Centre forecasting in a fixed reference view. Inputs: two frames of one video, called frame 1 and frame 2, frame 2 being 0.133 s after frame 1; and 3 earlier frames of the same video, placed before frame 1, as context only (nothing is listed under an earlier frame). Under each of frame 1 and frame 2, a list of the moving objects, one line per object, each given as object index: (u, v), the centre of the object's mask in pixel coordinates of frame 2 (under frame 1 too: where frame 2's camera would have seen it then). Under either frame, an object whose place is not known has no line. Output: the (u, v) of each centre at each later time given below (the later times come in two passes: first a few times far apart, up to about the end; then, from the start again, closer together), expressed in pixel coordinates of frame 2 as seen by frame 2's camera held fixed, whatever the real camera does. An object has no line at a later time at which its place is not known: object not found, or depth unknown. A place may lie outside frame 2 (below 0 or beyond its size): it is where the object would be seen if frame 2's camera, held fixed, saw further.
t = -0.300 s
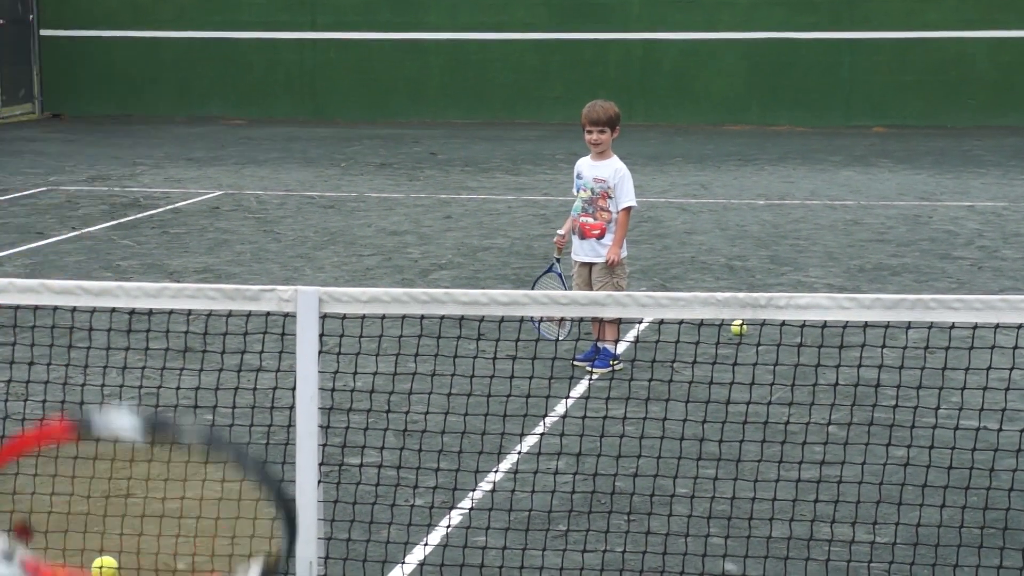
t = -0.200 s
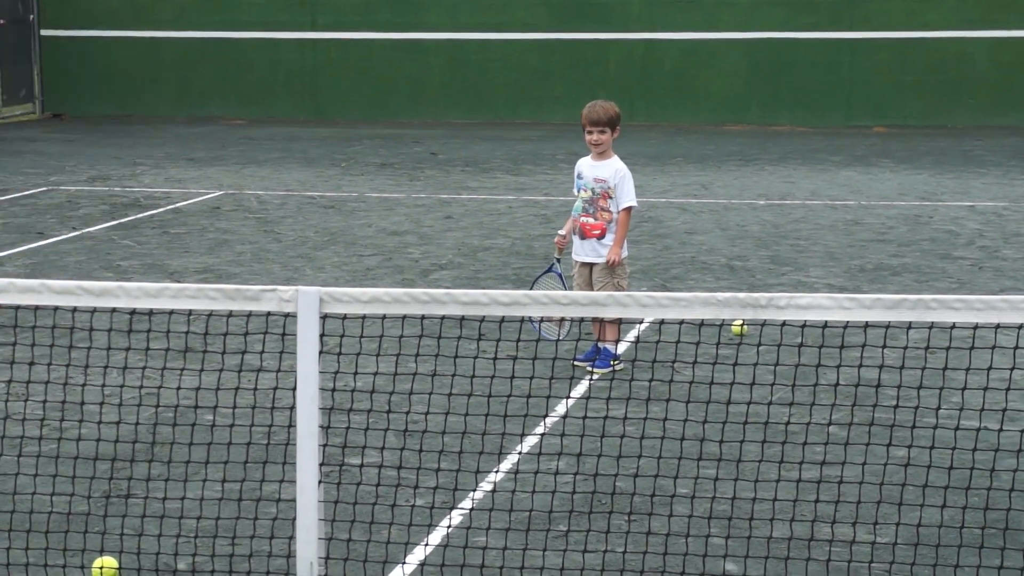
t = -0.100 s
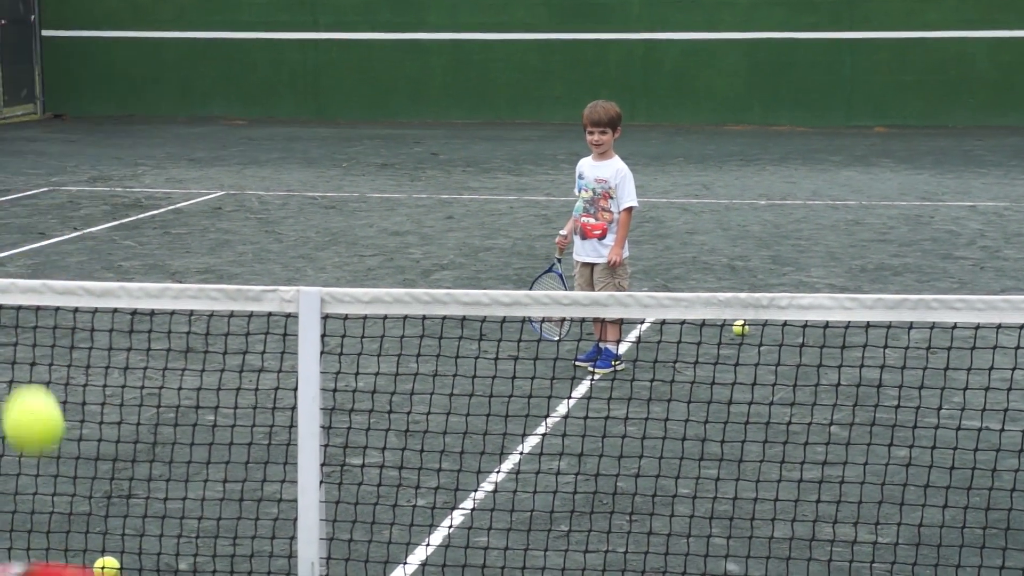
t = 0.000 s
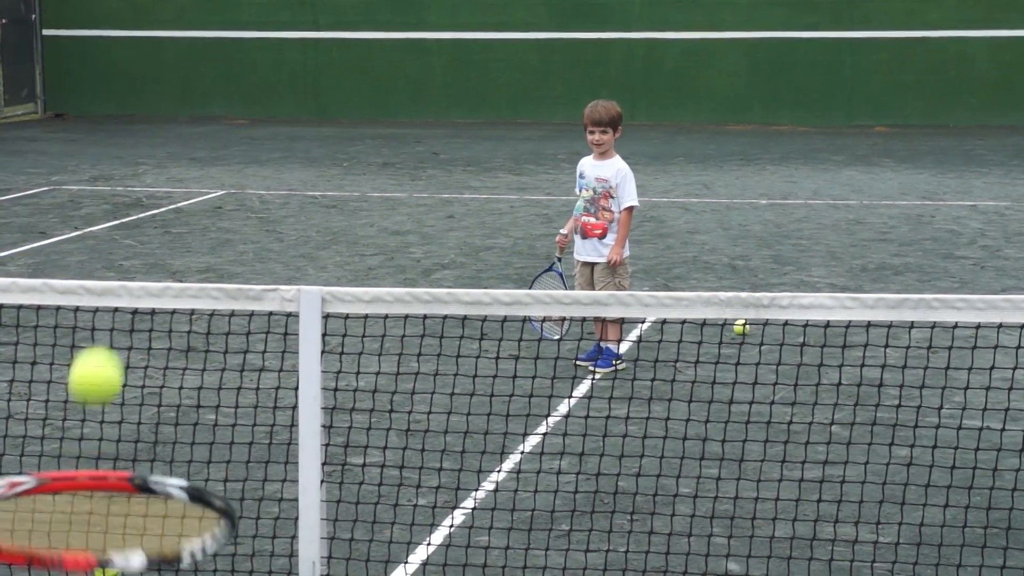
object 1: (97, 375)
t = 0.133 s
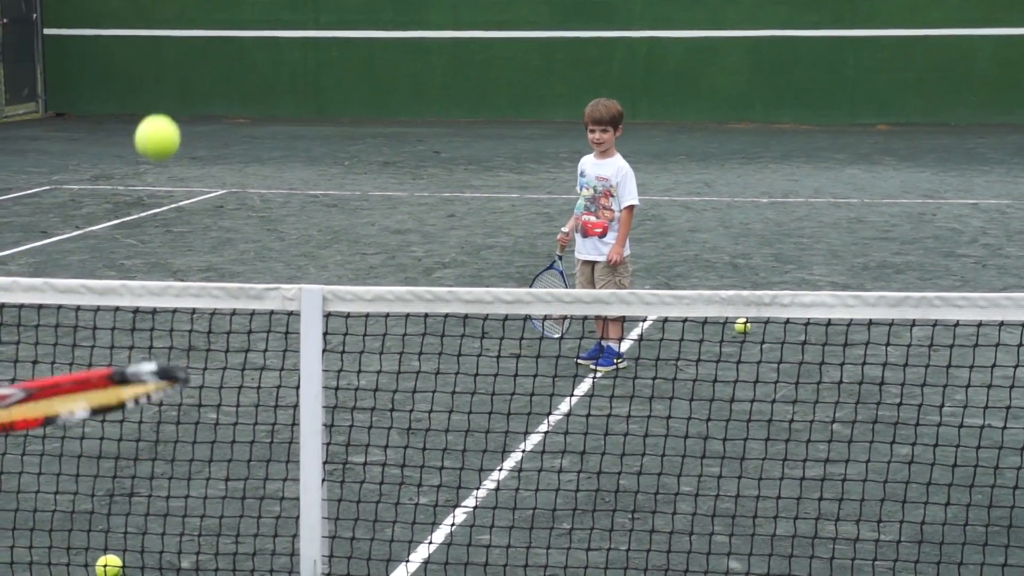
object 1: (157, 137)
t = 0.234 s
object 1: (192, 66)
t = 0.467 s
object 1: (251, 115)
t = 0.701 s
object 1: (290, 328)
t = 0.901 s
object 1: (299, 362)
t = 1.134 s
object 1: (311, 212)
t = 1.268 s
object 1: (314, 198)
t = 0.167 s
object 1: (170, 105)
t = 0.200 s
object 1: (181, 82)
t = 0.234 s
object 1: (192, 66)
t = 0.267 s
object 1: (202, 58)
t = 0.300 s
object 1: (211, 55)
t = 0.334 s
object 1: (220, 59)
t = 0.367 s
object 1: (229, 67)
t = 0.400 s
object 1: (237, 79)
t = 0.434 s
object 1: (244, 95)
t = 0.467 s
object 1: (251, 115)
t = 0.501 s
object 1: (258, 138)
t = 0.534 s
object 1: (264, 164)
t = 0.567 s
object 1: (270, 192)
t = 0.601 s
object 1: (276, 223)
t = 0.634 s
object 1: (281, 257)
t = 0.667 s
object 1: (287, 282)
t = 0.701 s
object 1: (290, 328)
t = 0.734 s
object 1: (292, 365)
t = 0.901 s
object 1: (299, 362)
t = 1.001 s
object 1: (308, 276)
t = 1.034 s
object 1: (309, 256)
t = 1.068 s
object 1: (309, 238)
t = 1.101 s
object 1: (310, 224)
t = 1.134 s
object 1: (311, 212)
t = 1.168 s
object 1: (311, 204)
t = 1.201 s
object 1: (312, 199)
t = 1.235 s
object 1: (313, 197)
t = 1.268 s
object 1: (314, 198)
